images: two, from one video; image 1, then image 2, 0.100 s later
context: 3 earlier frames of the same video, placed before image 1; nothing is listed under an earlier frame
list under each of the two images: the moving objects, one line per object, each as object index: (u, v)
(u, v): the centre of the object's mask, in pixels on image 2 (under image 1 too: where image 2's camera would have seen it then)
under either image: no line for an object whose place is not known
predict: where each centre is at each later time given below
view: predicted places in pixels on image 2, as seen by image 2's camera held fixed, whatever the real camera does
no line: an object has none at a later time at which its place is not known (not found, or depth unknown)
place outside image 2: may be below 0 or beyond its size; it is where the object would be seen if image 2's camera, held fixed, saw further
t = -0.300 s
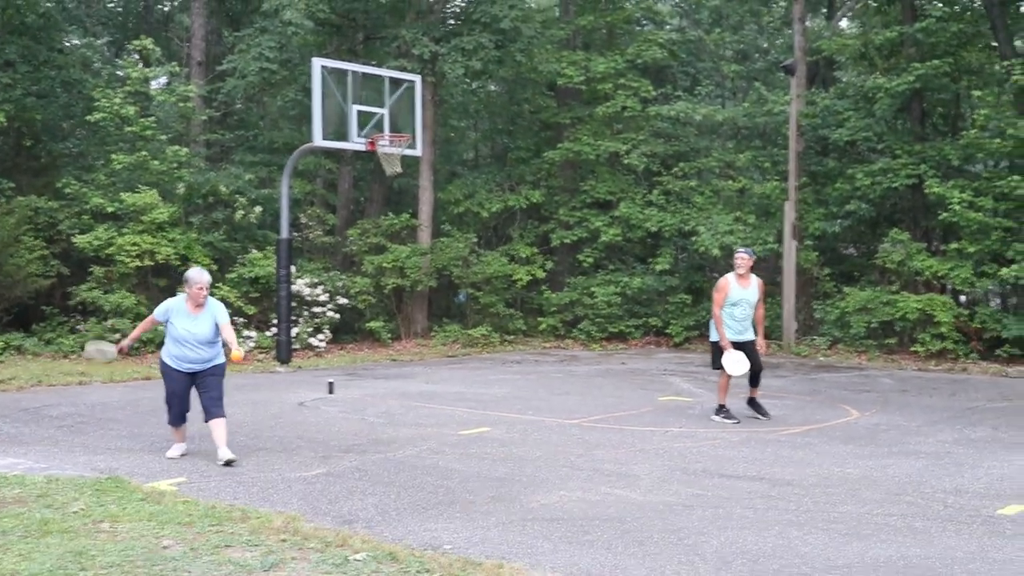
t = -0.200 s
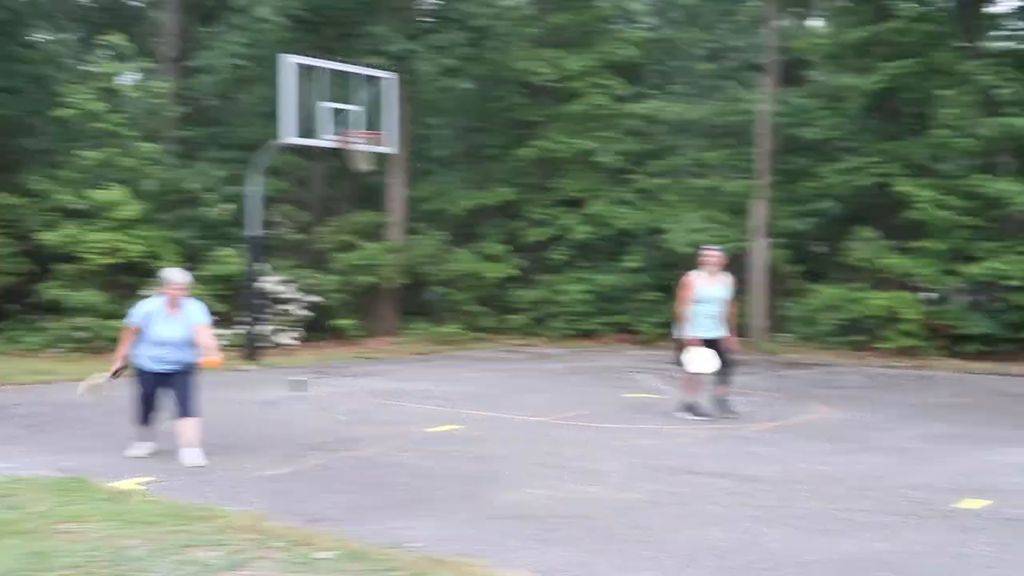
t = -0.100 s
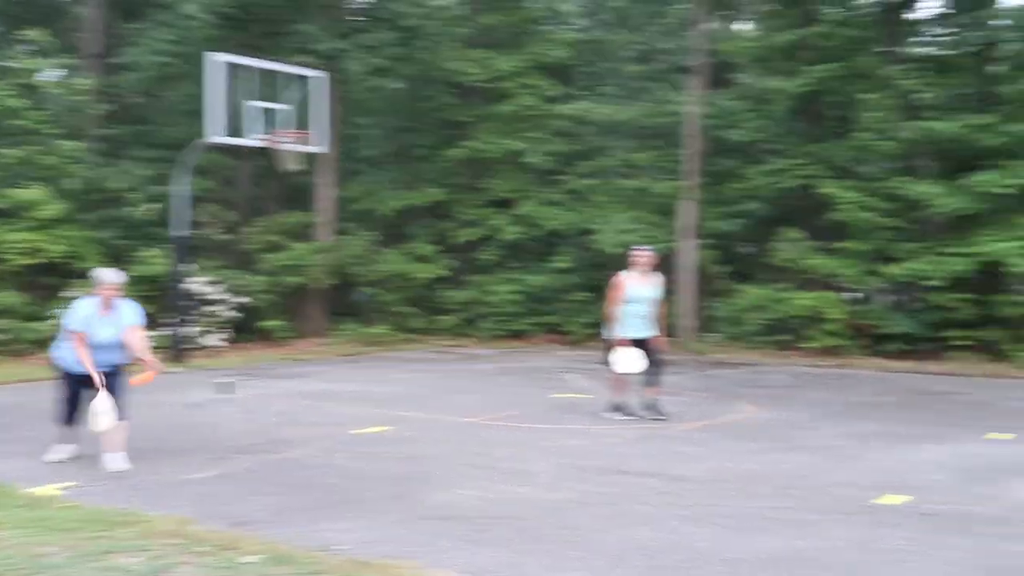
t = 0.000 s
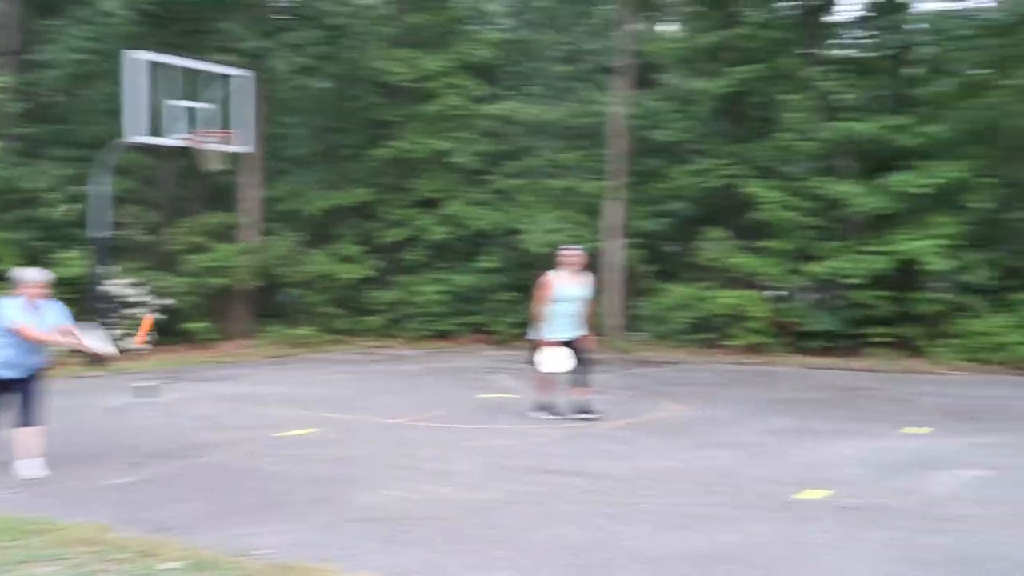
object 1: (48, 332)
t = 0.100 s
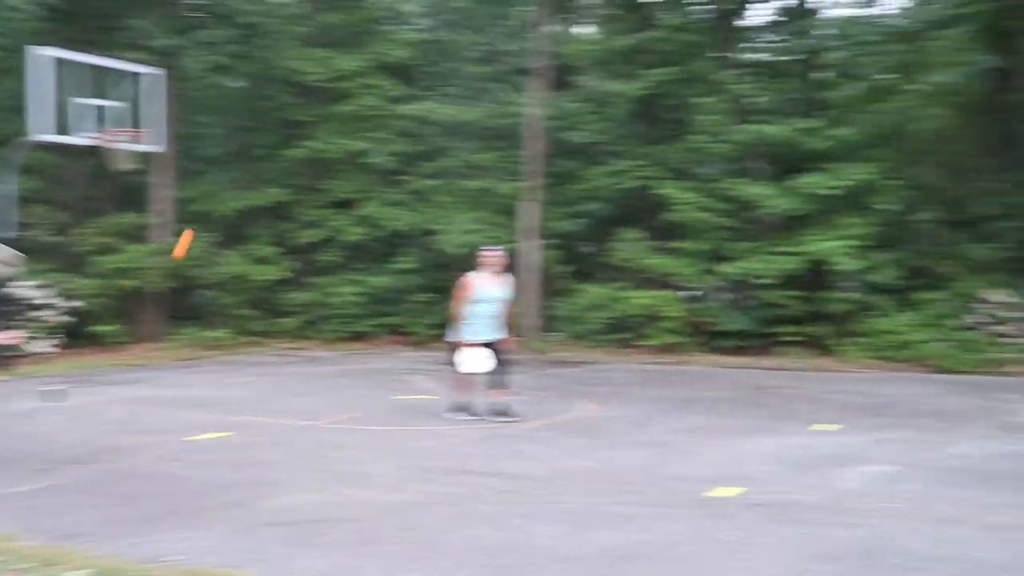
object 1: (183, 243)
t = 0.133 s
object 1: (226, 218)
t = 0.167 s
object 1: (265, 194)
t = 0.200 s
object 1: (302, 172)
